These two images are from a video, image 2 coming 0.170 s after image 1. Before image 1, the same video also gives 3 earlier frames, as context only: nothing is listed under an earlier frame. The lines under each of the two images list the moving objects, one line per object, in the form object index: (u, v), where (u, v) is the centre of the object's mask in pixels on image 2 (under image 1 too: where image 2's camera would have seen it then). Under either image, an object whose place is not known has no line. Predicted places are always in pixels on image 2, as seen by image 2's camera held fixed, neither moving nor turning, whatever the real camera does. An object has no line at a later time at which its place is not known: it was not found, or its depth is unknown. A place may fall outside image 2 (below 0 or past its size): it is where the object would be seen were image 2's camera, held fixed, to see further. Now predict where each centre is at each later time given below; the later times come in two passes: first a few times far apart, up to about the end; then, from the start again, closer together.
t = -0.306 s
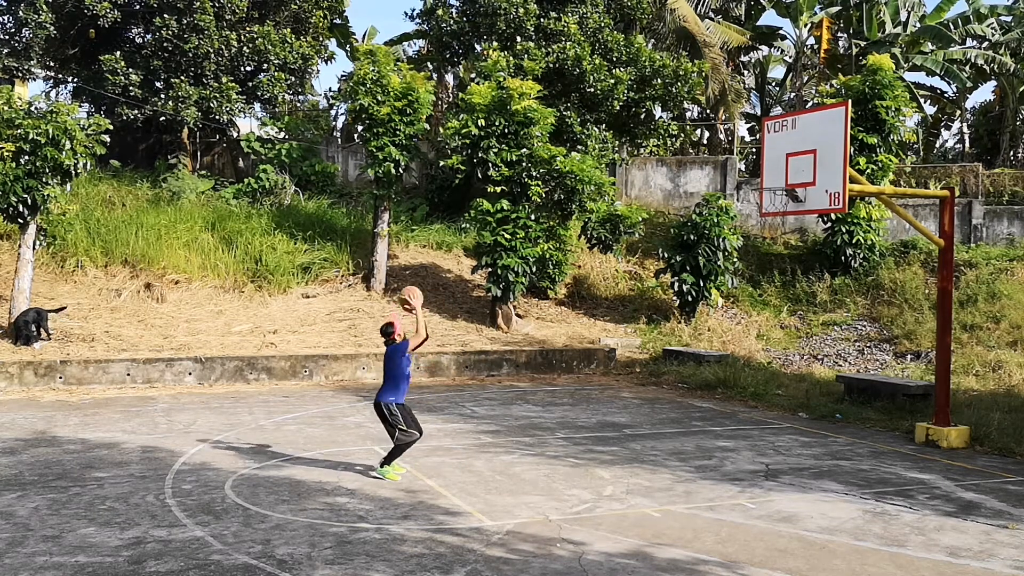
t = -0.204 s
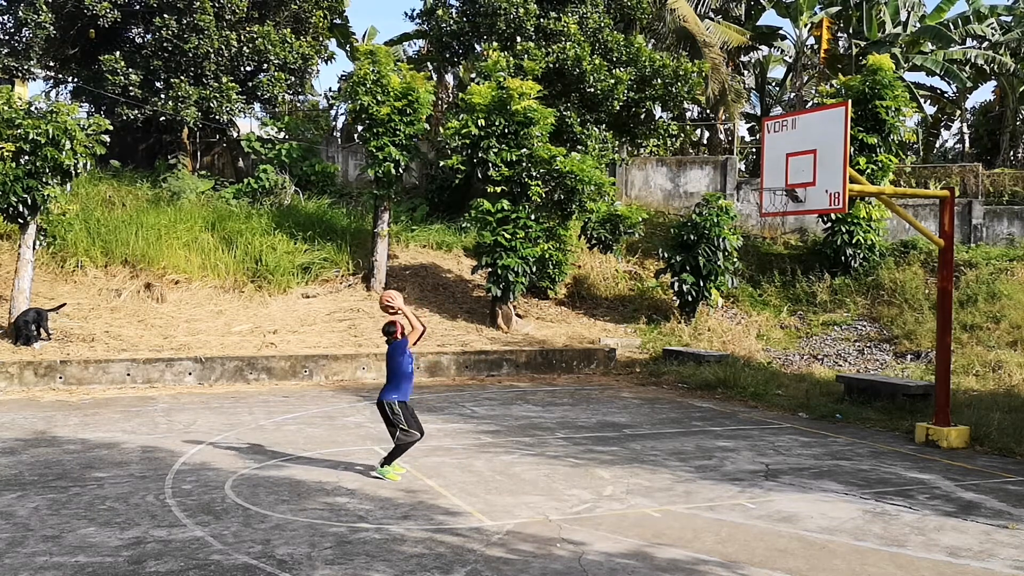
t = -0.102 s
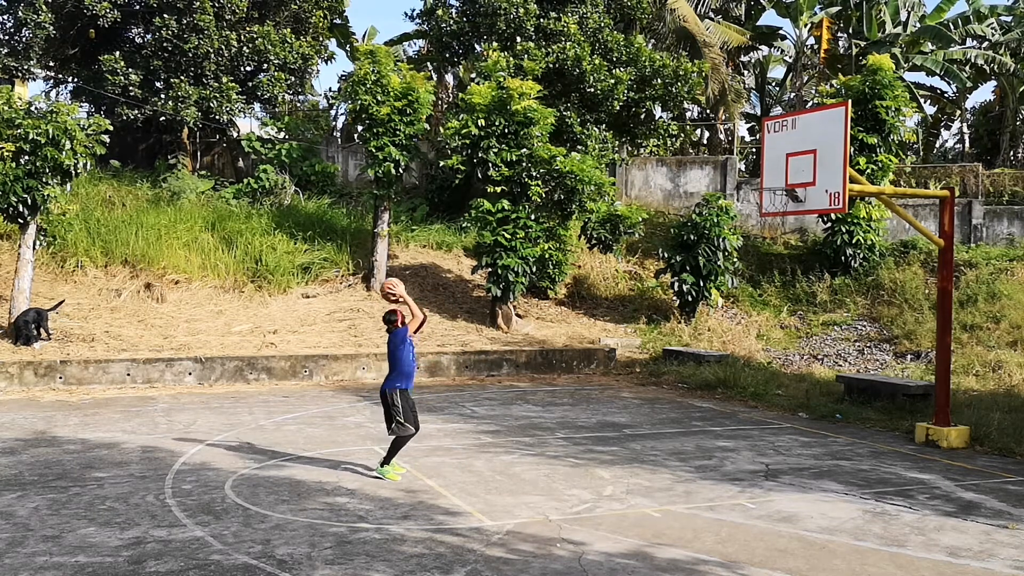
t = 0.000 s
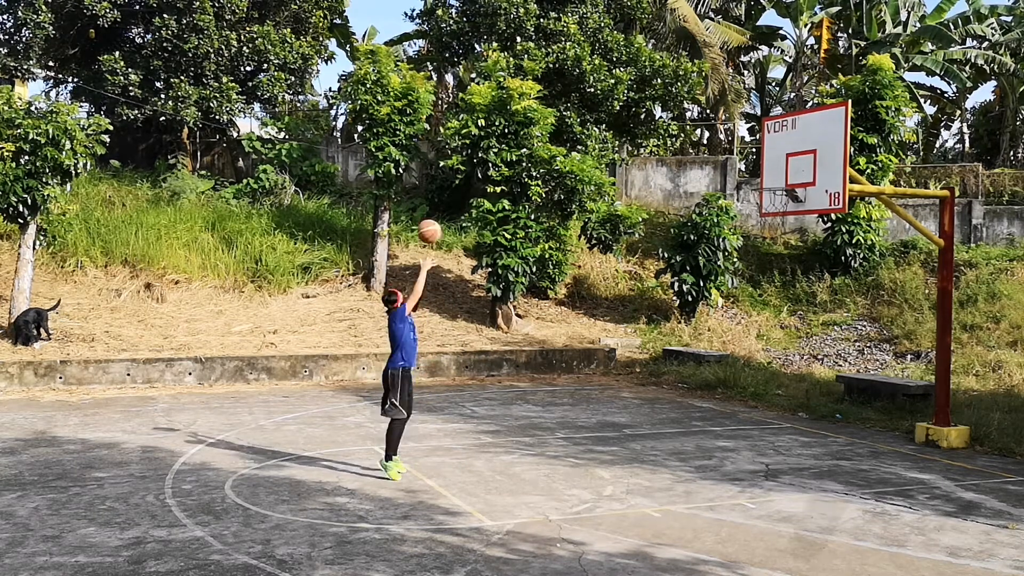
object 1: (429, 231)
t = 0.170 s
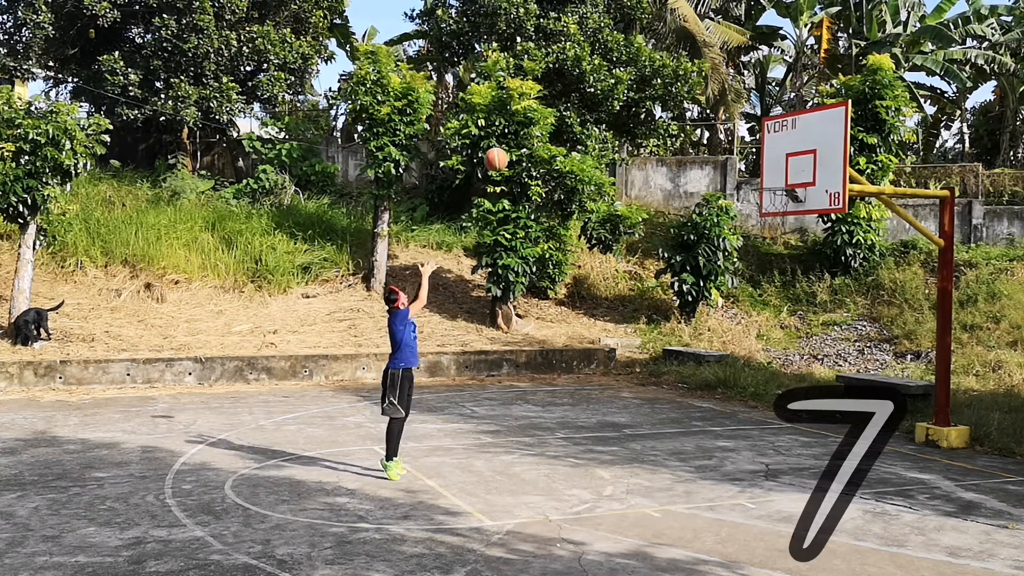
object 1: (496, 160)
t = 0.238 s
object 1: (522, 139)
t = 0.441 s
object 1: (596, 104)
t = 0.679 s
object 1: (678, 111)
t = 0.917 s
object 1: (754, 166)
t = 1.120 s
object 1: (791, 216)
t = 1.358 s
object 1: (770, 280)
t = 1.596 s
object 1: (751, 393)
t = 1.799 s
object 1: (731, 394)
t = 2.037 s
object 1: (706, 315)
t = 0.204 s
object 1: (509, 149)
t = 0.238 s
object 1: (522, 139)
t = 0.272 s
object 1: (535, 130)
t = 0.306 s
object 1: (547, 123)
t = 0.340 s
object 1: (560, 117)
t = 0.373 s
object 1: (572, 111)
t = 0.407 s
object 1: (584, 107)
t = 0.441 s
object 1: (596, 104)
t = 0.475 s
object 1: (608, 102)
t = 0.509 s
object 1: (620, 101)
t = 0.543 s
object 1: (633, 101)
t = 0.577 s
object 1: (644, 102)
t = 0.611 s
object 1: (655, 104)
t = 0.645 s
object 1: (667, 107)
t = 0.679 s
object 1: (678, 111)
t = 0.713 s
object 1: (689, 116)
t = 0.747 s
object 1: (700, 123)
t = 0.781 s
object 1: (711, 129)
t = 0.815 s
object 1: (722, 136)
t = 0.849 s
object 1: (733, 146)
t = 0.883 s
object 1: (744, 155)
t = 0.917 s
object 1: (754, 166)
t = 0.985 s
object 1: (774, 190)
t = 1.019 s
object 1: (784, 203)
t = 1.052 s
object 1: (789, 209)
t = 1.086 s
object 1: (792, 211)
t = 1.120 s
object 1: (791, 216)
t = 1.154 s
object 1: (788, 222)
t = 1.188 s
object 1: (784, 230)
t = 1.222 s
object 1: (782, 238)
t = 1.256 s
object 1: (779, 247)
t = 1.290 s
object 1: (777, 257)
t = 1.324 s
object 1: (774, 268)
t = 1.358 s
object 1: (770, 280)
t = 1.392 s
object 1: (768, 294)
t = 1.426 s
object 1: (765, 308)
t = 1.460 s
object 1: (761, 323)
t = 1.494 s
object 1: (758, 339)
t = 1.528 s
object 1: (756, 356)
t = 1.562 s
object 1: (753, 374)
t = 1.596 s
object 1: (751, 393)
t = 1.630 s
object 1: (748, 413)
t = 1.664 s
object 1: (744, 435)
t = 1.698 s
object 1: (741, 443)
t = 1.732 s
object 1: (738, 425)
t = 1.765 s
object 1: (735, 410)
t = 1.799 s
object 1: (731, 394)
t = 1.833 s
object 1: (728, 381)
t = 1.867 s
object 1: (725, 366)
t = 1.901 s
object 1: (721, 354)
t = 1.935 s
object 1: (717, 343)
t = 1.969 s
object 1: (713, 333)
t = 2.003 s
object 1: (709, 324)
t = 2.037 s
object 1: (706, 315)
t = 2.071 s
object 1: (703, 308)
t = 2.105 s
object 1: (700, 301)
